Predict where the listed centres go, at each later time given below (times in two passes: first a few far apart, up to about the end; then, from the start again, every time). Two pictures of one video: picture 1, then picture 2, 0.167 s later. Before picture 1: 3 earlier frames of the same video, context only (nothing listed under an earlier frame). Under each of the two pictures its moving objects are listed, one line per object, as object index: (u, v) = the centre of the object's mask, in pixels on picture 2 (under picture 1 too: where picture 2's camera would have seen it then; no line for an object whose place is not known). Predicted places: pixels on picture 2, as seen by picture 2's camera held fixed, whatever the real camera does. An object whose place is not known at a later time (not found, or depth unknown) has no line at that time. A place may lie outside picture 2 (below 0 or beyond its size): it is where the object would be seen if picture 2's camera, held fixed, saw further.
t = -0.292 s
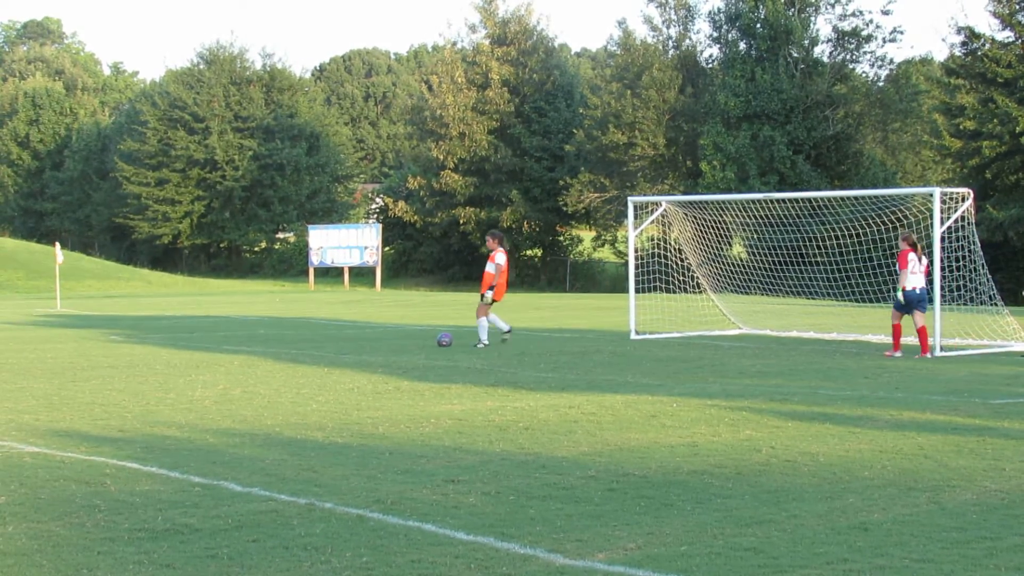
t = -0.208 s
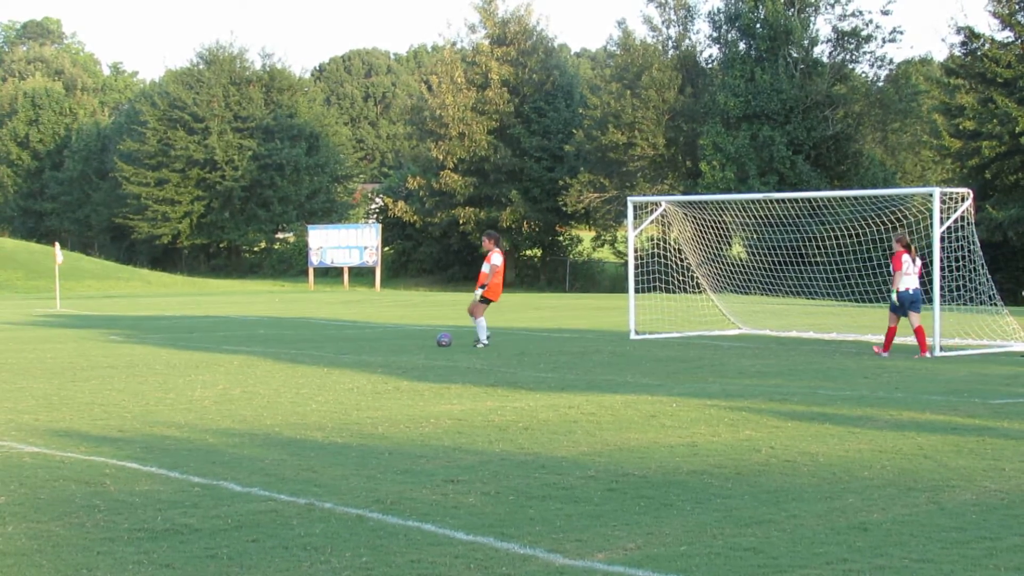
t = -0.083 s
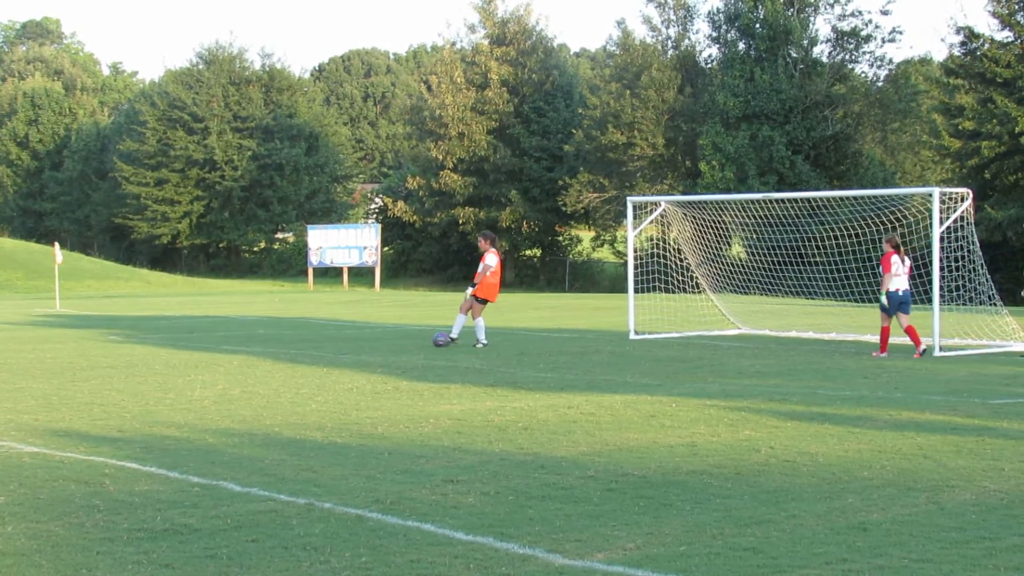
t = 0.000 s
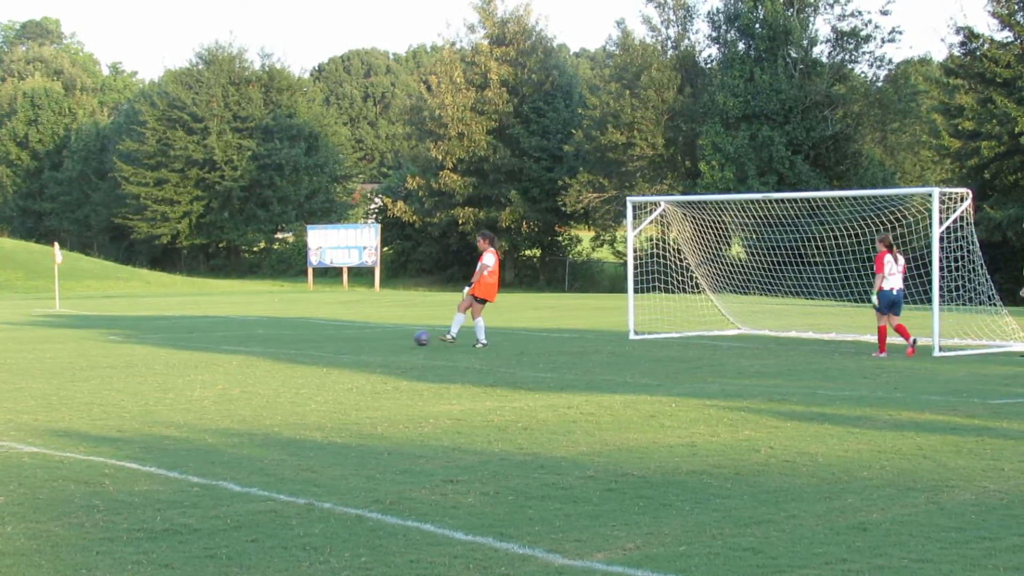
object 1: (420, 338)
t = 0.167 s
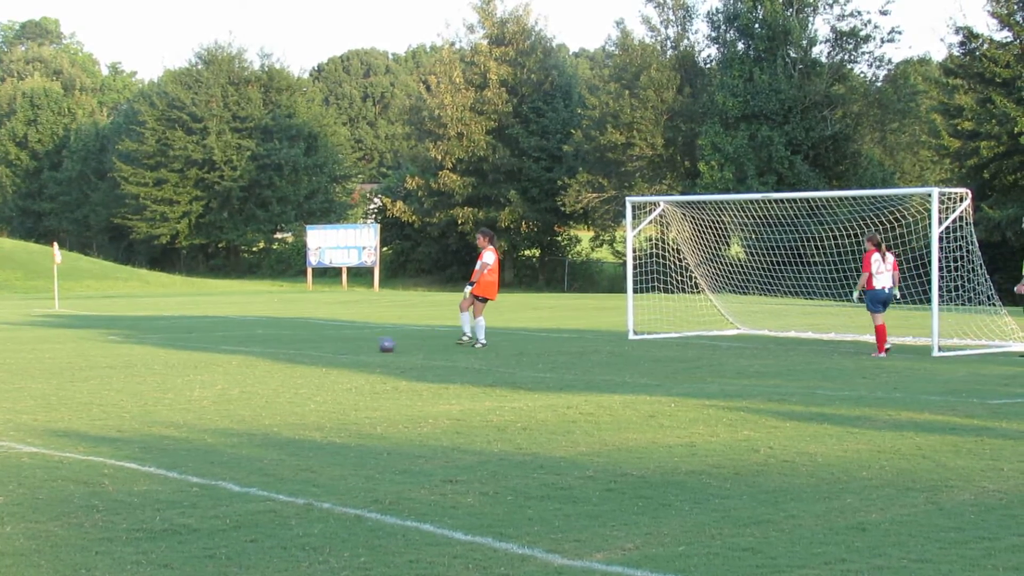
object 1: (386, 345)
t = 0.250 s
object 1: (374, 344)
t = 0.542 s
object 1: (337, 349)
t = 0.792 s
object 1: (310, 350)
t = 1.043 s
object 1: (286, 352)
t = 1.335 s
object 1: (262, 354)
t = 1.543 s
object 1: (248, 356)
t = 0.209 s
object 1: (381, 344)
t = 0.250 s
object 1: (374, 344)
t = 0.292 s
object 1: (367, 345)
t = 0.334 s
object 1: (361, 347)
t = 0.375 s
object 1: (356, 347)
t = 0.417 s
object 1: (351, 346)
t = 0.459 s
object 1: (346, 346)
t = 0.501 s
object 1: (342, 347)
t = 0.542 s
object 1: (337, 349)
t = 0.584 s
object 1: (333, 349)
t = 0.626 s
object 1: (328, 349)
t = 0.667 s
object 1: (323, 349)
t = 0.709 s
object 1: (318, 350)
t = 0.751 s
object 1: (314, 350)
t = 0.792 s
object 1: (310, 350)
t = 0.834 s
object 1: (306, 350)
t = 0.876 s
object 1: (302, 351)
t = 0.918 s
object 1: (298, 351)
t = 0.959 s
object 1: (294, 351)
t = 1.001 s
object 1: (290, 351)
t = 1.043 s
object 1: (286, 352)
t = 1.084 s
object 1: (283, 353)
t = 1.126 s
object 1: (279, 353)
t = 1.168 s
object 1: (275, 352)
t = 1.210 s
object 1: (272, 353)
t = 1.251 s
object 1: (268, 354)
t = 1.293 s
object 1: (265, 354)
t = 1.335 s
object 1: (262, 354)
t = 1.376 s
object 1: (259, 355)
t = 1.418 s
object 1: (256, 355)
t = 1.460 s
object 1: (253, 355)
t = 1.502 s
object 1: (251, 355)
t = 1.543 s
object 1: (248, 356)
